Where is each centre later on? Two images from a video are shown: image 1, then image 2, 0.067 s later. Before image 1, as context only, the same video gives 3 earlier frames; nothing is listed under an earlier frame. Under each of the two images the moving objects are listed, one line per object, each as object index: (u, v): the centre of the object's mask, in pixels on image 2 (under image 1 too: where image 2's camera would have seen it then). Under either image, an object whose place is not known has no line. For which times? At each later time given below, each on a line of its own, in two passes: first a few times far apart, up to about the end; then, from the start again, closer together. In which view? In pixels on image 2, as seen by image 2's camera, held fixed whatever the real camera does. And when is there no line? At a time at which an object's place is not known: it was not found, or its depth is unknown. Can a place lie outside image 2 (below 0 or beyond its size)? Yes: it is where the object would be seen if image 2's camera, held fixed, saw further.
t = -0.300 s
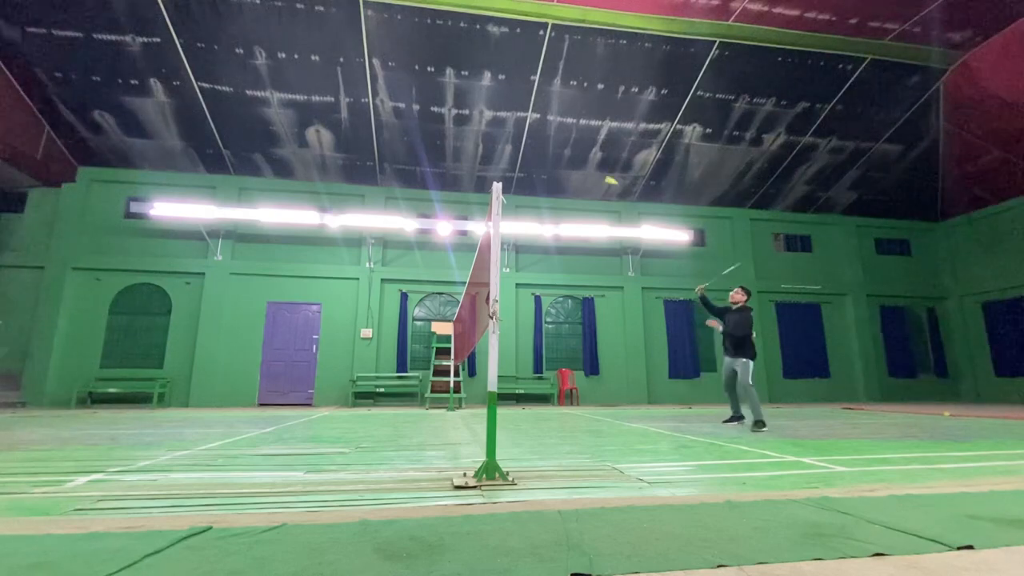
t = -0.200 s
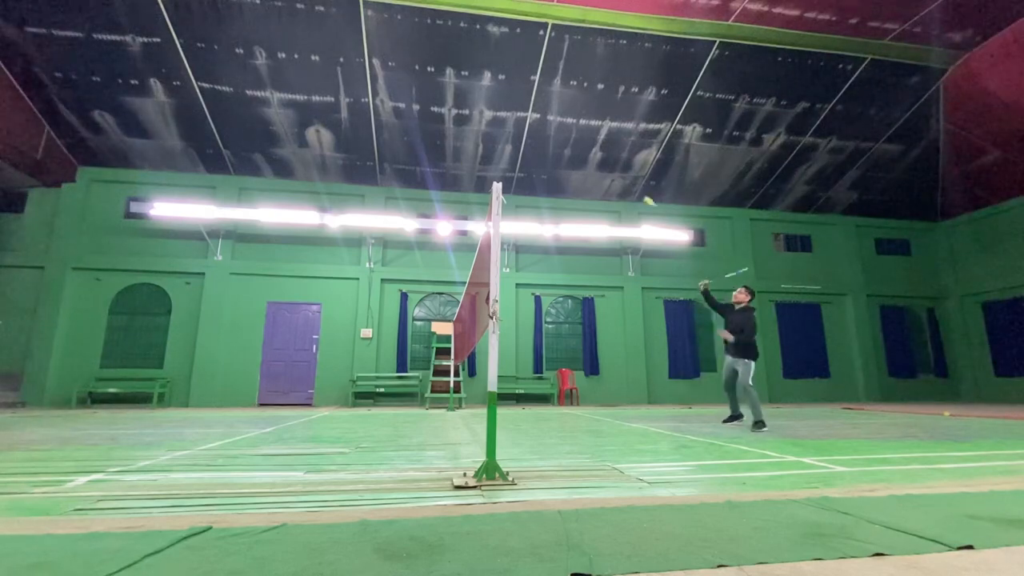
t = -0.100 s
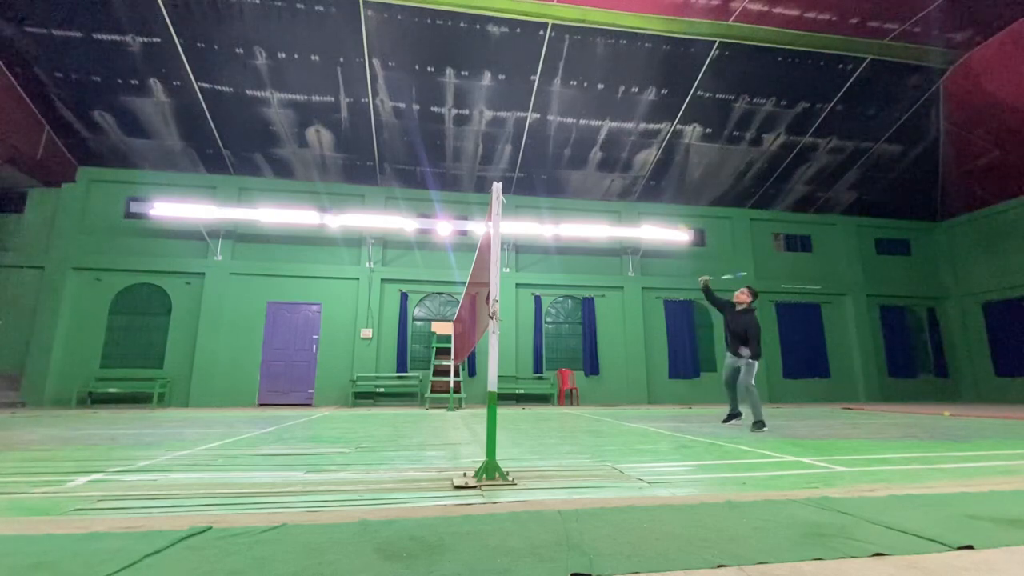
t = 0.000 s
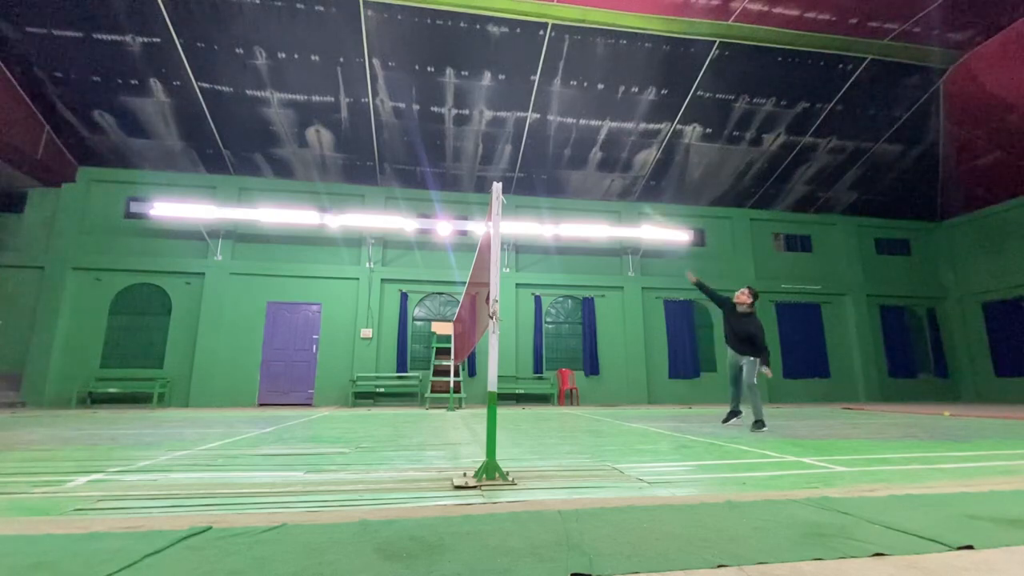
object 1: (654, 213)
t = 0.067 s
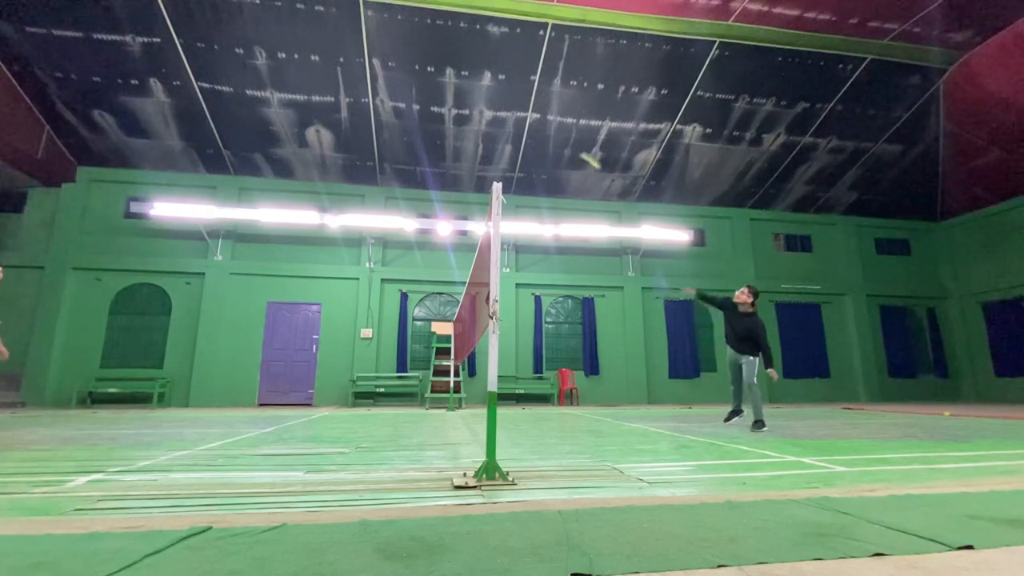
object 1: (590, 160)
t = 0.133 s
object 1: (534, 125)
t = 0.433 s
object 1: (376, 49)
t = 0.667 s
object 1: (294, 48)
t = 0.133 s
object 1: (534, 125)
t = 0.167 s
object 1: (510, 109)
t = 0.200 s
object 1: (490, 96)
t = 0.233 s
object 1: (470, 85)
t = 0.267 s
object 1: (452, 75)
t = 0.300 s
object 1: (435, 69)
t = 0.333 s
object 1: (419, 62)
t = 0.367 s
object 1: (404, 56)
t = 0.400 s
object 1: (390, 52)
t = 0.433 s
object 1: (376, 49)
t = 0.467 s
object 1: (363, 47)
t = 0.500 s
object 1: (351, 45)
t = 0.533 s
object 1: (339, 44)
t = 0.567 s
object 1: (327, 44)
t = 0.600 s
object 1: (316, 45)
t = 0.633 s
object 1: (305, 46)
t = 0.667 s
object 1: (294, 48)
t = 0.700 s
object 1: (285, 52)
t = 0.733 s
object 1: (274, 56)
